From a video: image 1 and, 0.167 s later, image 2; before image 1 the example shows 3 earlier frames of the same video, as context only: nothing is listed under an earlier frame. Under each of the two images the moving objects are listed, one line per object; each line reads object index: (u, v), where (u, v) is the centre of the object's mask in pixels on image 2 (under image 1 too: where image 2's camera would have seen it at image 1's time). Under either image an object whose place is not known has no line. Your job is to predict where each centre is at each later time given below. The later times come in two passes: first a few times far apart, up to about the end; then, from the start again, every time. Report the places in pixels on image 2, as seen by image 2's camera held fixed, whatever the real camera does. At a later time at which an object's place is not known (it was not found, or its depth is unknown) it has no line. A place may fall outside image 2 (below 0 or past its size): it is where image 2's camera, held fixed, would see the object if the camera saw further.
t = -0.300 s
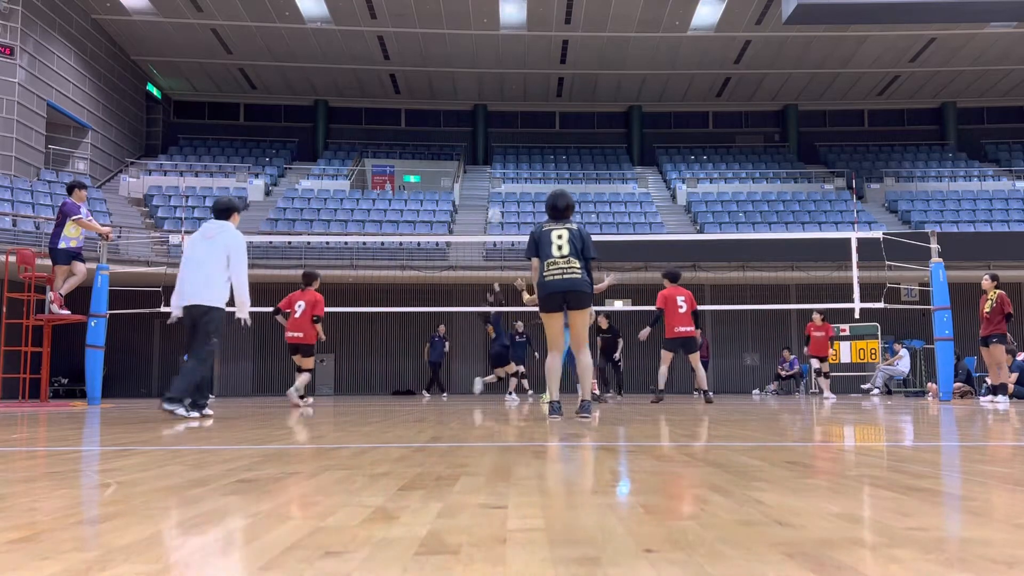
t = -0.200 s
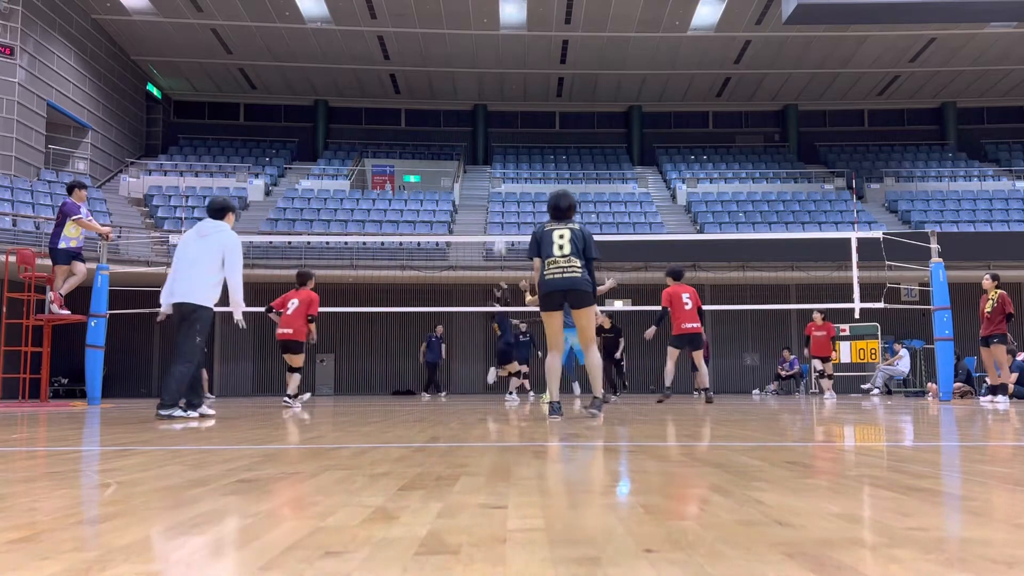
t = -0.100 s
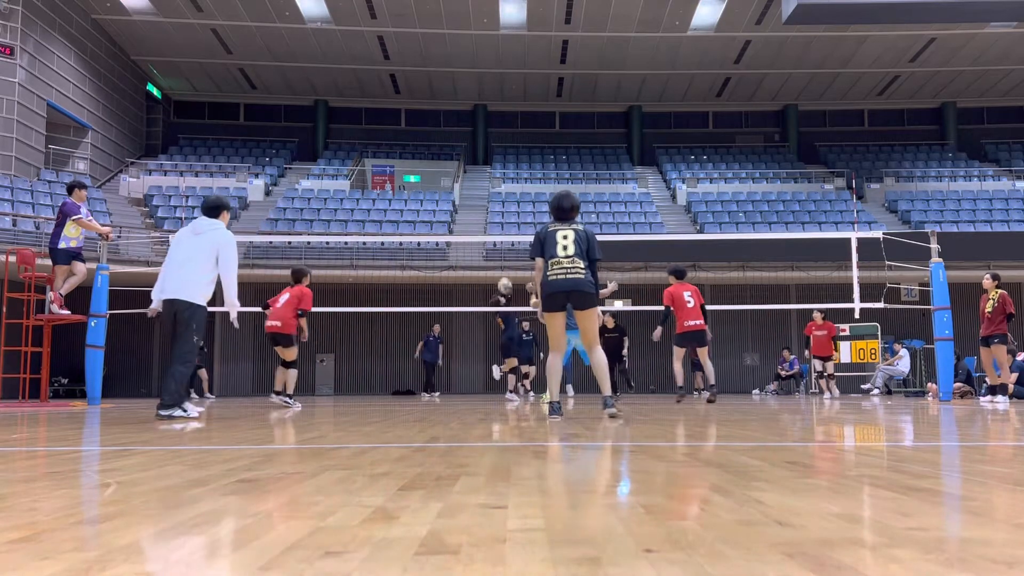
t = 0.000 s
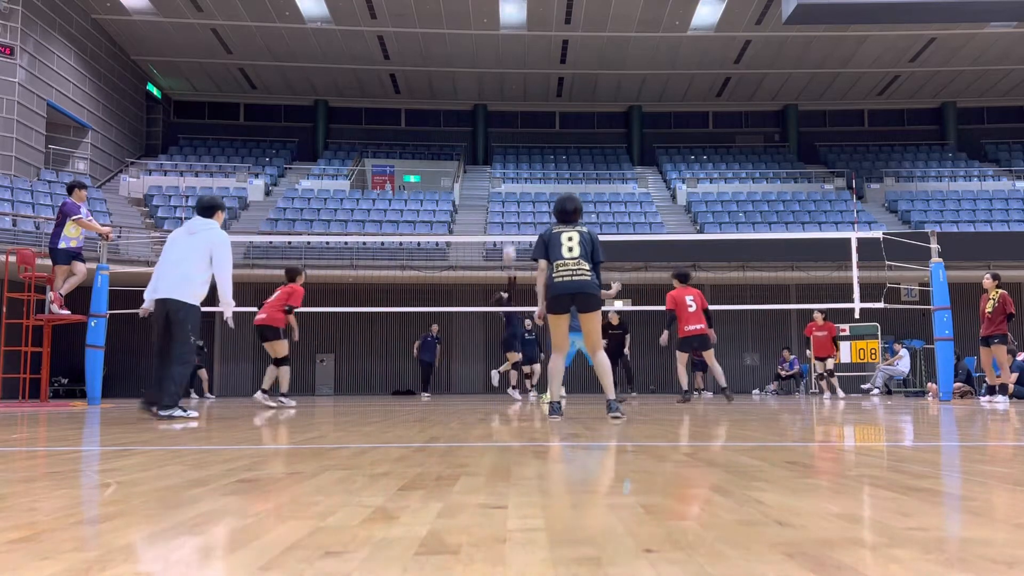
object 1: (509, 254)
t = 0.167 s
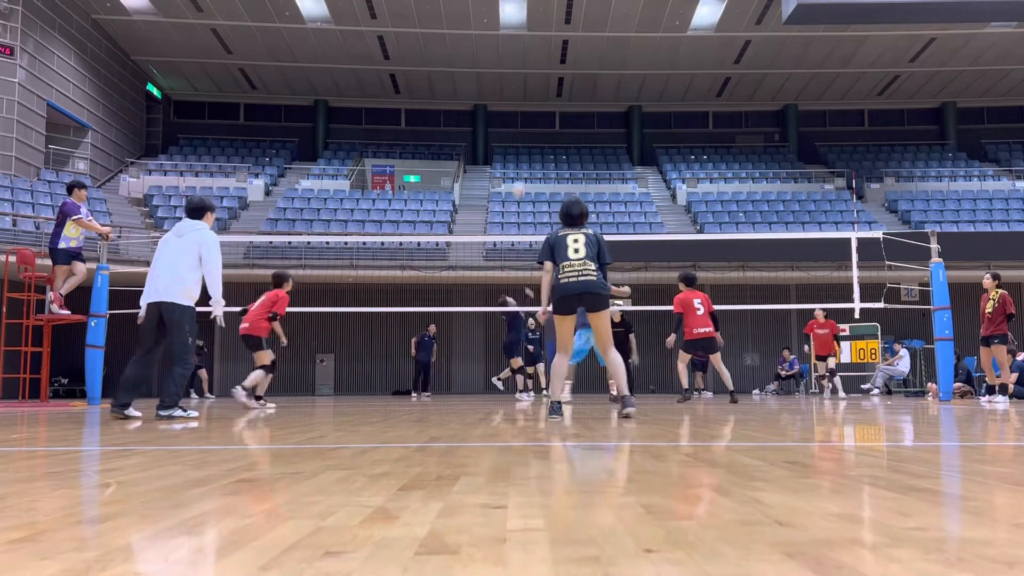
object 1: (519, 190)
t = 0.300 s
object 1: (526, 154)
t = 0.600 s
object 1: (542, 117)
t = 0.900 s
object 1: (558, 134)
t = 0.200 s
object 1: (522, 179)
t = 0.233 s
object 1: (523, 171)
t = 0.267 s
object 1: (524, 162)
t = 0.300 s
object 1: (526, 154)
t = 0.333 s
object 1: (528, 147)
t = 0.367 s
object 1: (530, 141)
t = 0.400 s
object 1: (531, 136)
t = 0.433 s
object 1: (533, 131)
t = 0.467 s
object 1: (535, 126)
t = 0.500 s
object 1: (537, 123)
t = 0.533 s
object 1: (538, 120)
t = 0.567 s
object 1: (540, 118)
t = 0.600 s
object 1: (542, 117)
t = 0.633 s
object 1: (544, 116)
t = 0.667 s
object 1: (545, 116)
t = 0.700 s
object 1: (547, 116)
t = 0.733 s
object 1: (549, 118)
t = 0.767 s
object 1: (551, 119)
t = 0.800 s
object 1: (553, 122)
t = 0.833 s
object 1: (554, 125)
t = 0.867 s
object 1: (556, 129)
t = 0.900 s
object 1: (558, 134)
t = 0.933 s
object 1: (560, 139)
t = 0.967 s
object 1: (561, 145)
